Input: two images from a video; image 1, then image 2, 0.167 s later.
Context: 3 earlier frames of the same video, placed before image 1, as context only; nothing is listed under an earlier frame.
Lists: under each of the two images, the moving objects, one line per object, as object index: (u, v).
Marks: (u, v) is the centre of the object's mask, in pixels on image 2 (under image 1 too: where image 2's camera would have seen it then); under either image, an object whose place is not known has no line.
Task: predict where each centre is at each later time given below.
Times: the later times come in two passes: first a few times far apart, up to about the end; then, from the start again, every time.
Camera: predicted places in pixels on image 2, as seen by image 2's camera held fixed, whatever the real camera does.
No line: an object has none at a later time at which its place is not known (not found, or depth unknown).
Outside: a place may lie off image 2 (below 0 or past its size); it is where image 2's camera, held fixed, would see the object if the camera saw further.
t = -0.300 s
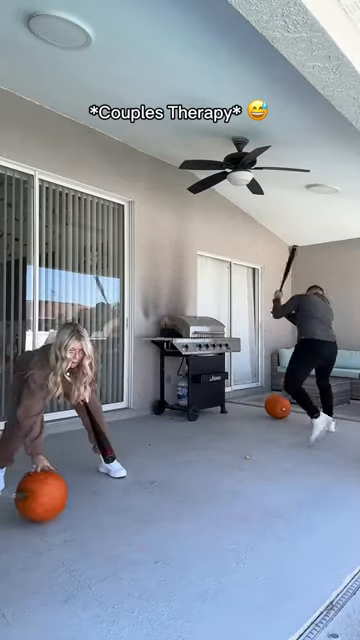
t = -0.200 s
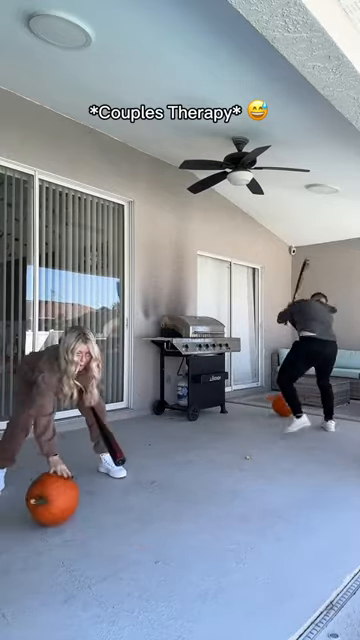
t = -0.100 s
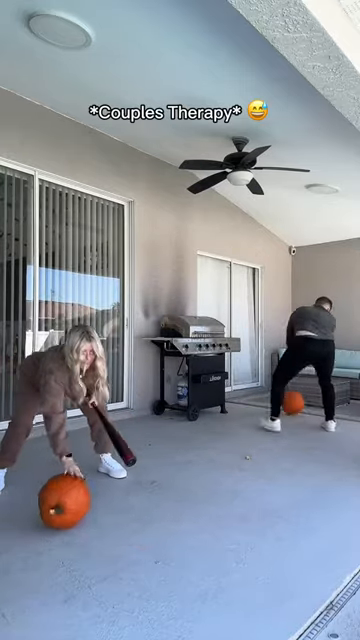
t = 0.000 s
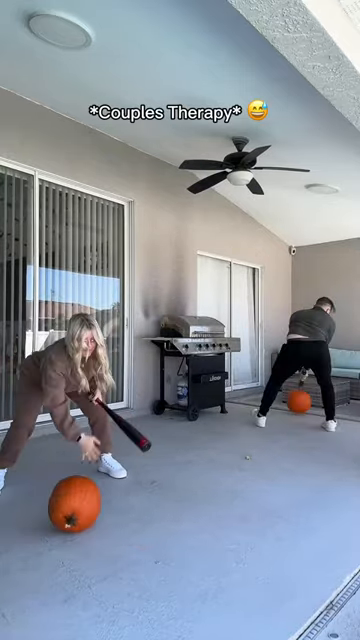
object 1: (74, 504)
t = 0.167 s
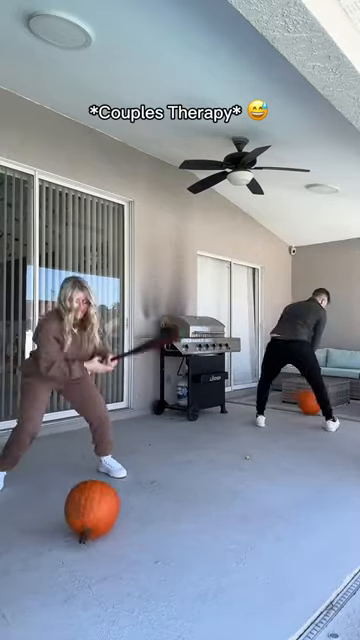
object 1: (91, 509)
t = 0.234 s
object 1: (98, 512)
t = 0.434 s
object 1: (119, 517)
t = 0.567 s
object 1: (135, 520)
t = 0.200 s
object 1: (95, 511)
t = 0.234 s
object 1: (98, 512)
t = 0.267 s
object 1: (101, 513)
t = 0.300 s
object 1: (105, 513)
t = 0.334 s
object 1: (109, 514)
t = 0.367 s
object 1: (112, 515)
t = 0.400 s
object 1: (115, 516)
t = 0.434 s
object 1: (119, 517)
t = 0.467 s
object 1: (123, 518)
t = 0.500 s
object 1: (128, 519)
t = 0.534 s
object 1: (132, 519)
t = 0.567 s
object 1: (135, 520)
